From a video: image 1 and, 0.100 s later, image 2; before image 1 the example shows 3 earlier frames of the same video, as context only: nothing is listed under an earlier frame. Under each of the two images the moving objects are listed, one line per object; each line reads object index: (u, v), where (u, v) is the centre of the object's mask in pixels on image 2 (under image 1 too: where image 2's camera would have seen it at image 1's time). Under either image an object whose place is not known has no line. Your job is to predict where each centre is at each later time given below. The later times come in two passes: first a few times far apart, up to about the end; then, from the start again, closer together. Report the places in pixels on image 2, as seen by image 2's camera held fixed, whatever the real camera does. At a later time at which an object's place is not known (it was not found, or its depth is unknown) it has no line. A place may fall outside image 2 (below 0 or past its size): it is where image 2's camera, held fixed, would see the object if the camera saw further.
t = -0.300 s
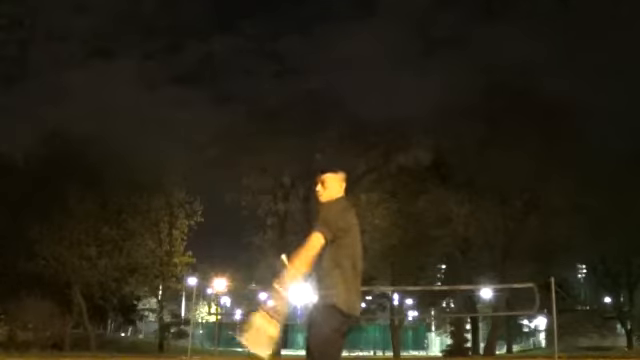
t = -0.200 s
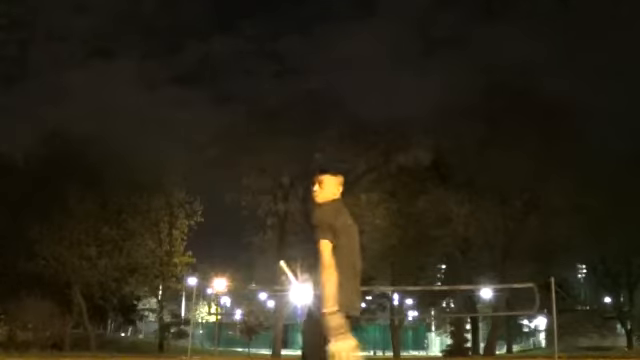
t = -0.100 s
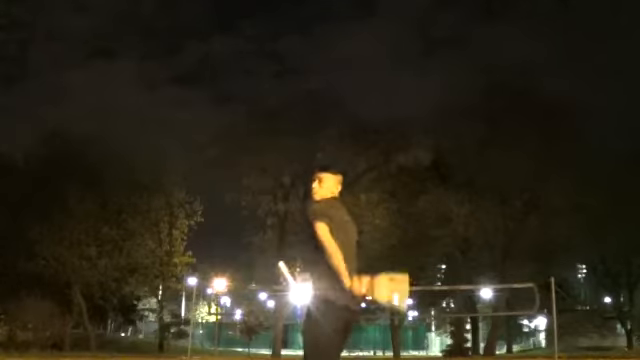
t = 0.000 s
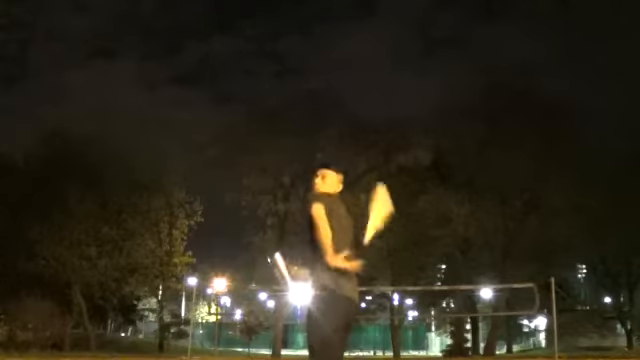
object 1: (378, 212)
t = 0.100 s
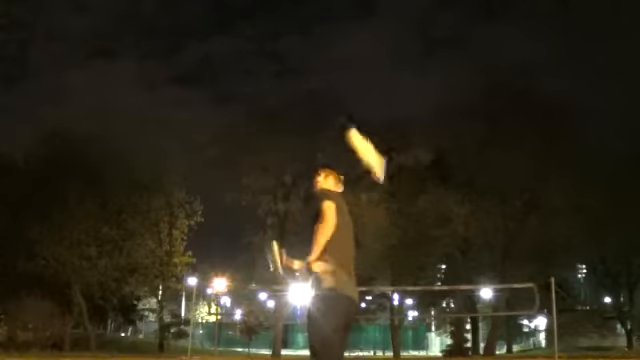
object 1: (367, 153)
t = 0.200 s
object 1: (355, 104)
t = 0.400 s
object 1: (321, 61)
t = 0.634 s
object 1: (291, 94)
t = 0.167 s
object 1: (360, 119)
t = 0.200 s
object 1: (355, 104)
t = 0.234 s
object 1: (350, 91)
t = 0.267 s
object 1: (344, 80)
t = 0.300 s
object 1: (337, 72)
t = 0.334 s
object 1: (331, 66)
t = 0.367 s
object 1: (326, 63)
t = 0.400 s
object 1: (321, 61)
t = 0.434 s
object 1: (317, 62)
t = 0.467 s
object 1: (313, 63)
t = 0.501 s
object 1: (309, 66)
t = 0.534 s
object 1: (305, 70)
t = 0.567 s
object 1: (301, 75)
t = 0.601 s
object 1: (295, 83)
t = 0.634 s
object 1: (291, 94)
